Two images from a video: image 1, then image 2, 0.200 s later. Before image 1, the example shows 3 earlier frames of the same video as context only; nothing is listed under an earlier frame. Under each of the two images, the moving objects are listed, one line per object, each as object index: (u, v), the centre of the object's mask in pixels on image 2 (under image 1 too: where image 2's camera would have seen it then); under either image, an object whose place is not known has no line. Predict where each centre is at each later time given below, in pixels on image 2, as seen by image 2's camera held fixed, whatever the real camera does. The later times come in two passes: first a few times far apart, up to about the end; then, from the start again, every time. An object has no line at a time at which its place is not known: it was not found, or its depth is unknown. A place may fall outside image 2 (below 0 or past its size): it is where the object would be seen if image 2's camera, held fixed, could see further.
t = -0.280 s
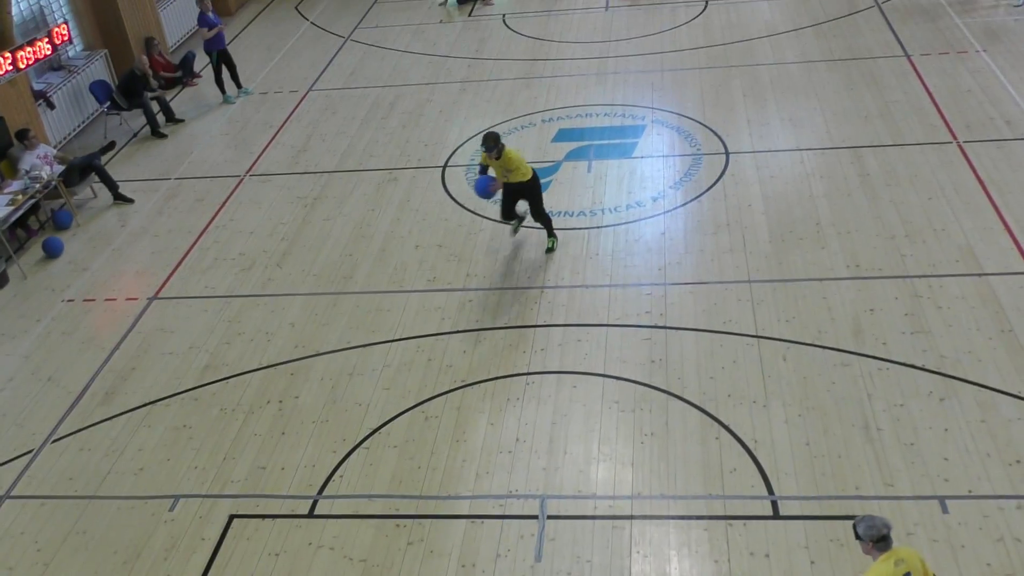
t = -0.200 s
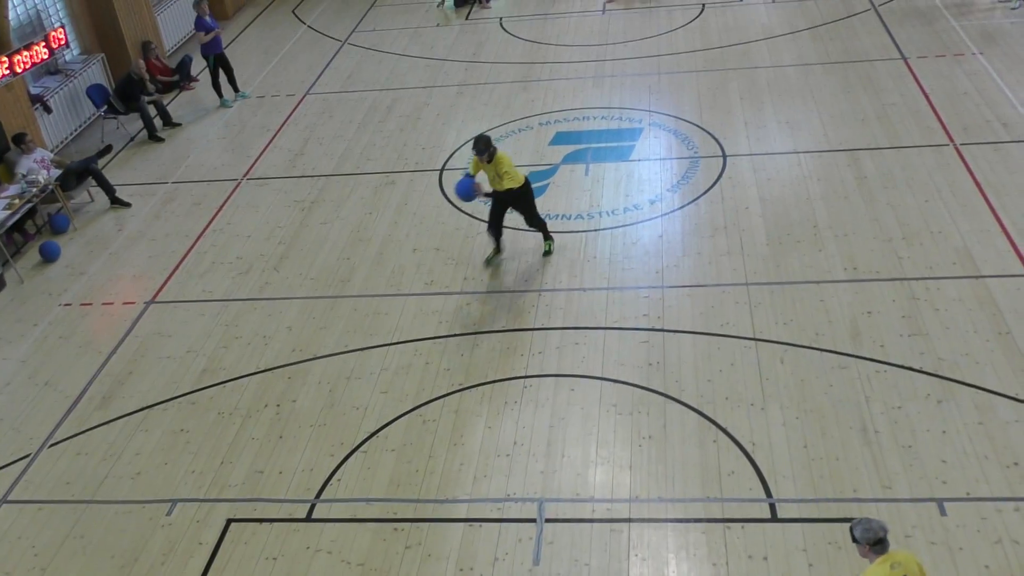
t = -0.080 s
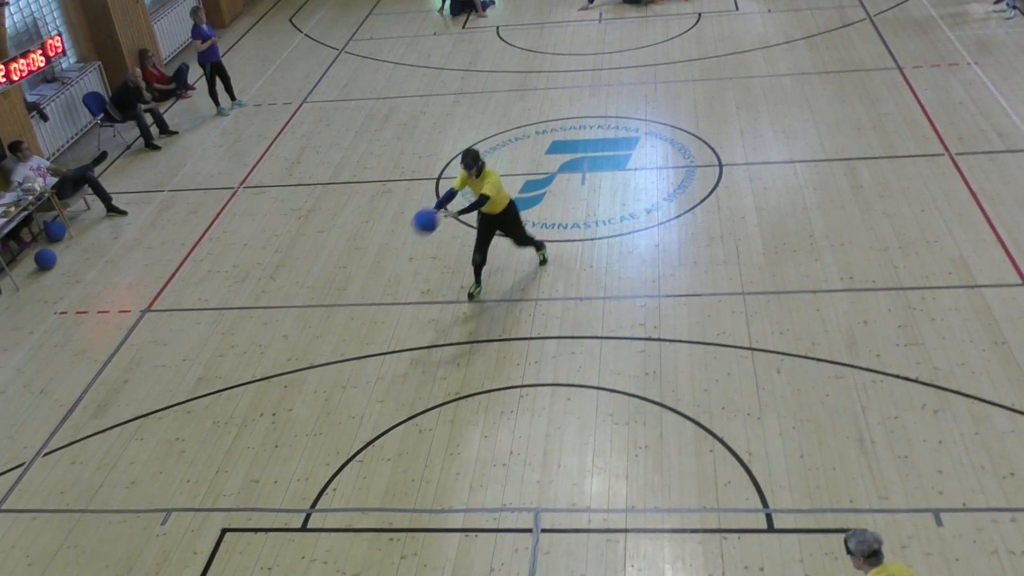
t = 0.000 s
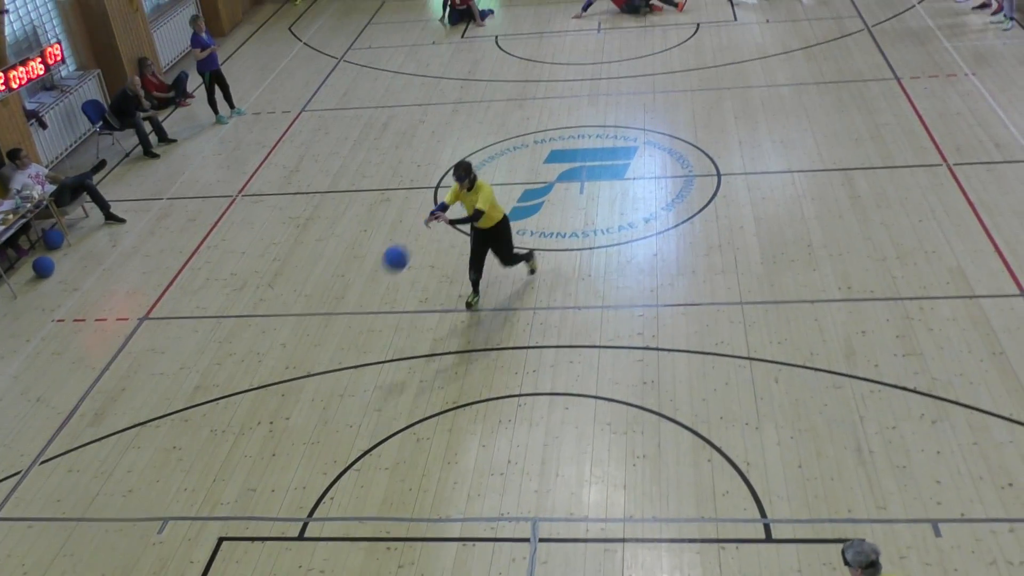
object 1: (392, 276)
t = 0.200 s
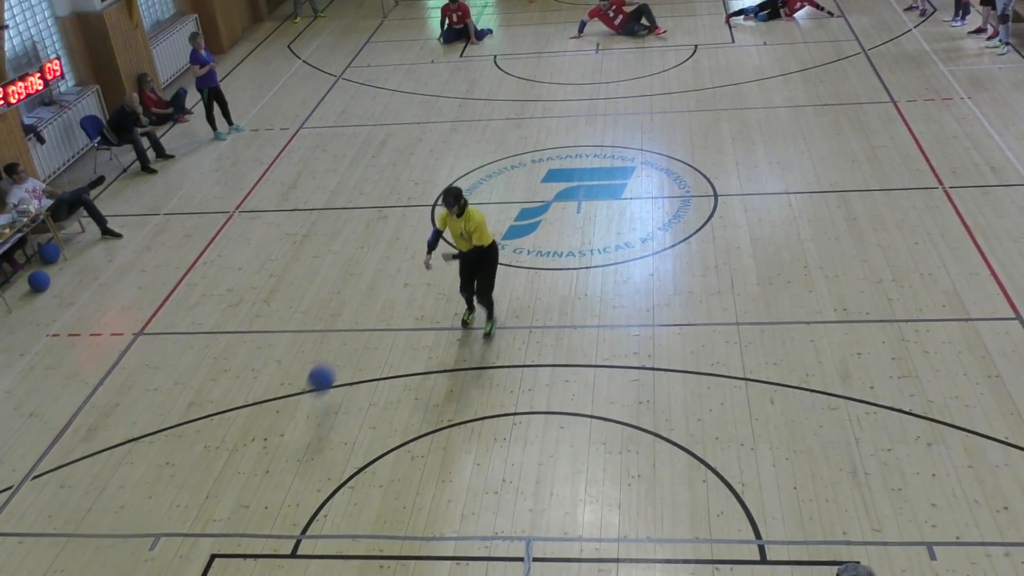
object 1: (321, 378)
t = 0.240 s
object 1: (307, 405)
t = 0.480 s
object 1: (247, 443)
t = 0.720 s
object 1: (200, 488)
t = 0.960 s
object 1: (146, 518)
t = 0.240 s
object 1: (307, 405)
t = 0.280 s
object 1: (294, 433)
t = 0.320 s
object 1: (283, 445)
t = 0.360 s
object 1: (273, 441)
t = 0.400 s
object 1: (264, 440)
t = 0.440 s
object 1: (255, 441)
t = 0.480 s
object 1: (247, 443)
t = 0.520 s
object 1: (238, 447)
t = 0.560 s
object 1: (230, 452)
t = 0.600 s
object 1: (221, 458)
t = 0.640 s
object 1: (214, 467)
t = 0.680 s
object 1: (207, 477)
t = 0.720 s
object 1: (200, 488)
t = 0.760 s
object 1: (193, 503)
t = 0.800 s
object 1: (184, 506)
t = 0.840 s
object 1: (174, 506)
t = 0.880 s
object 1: (164, 508)
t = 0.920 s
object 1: (155, 512)
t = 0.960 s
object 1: (146, 518)
